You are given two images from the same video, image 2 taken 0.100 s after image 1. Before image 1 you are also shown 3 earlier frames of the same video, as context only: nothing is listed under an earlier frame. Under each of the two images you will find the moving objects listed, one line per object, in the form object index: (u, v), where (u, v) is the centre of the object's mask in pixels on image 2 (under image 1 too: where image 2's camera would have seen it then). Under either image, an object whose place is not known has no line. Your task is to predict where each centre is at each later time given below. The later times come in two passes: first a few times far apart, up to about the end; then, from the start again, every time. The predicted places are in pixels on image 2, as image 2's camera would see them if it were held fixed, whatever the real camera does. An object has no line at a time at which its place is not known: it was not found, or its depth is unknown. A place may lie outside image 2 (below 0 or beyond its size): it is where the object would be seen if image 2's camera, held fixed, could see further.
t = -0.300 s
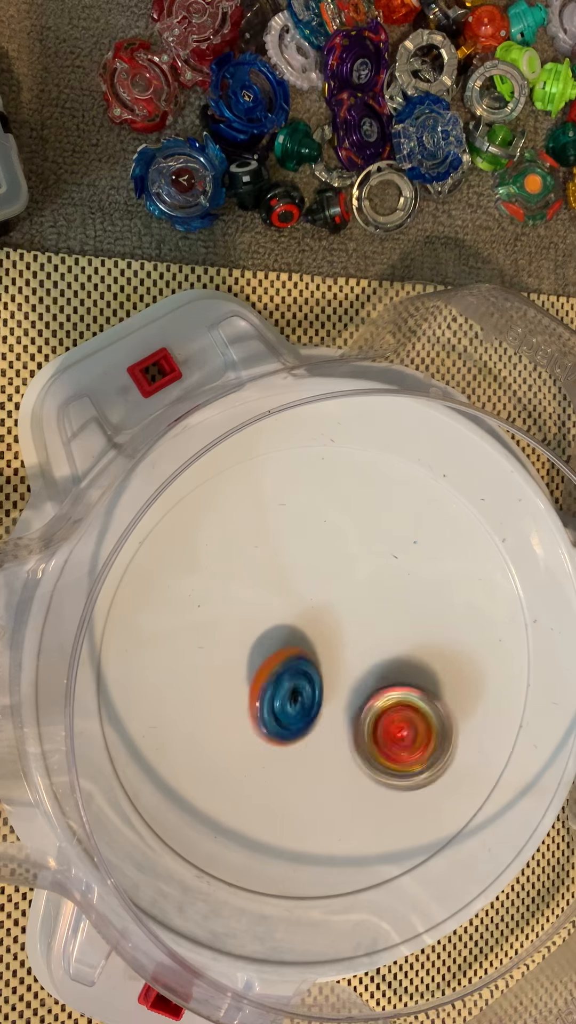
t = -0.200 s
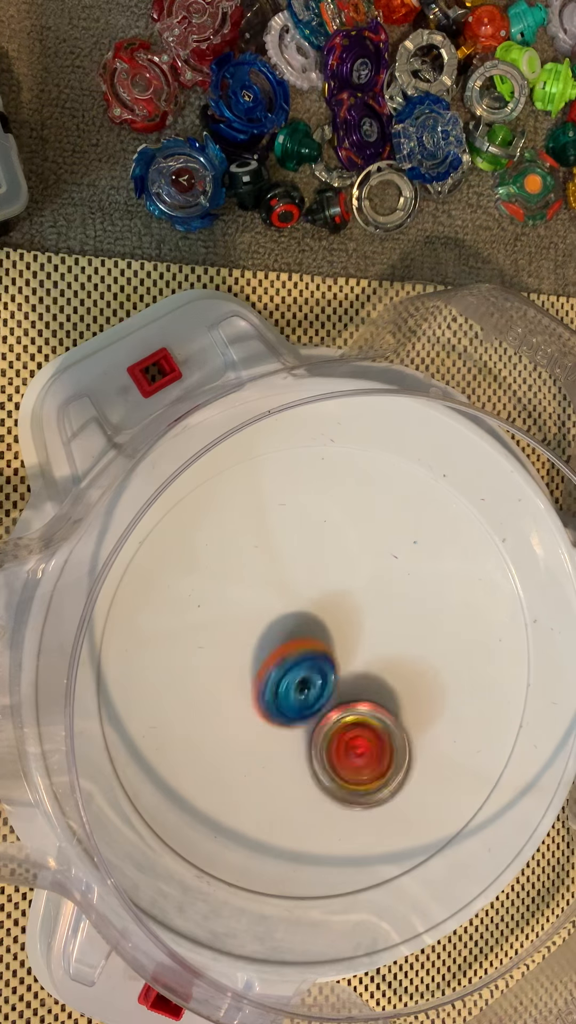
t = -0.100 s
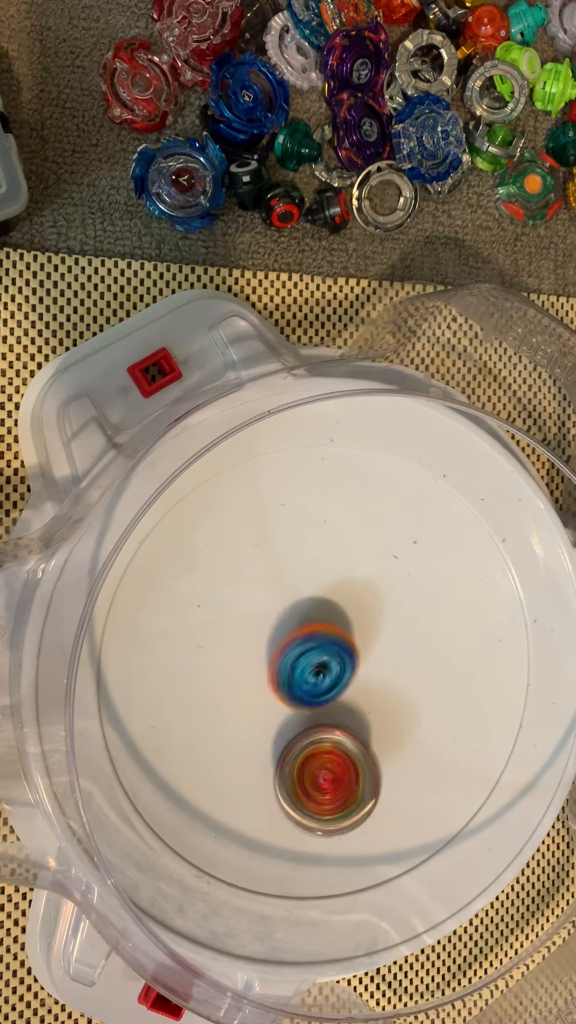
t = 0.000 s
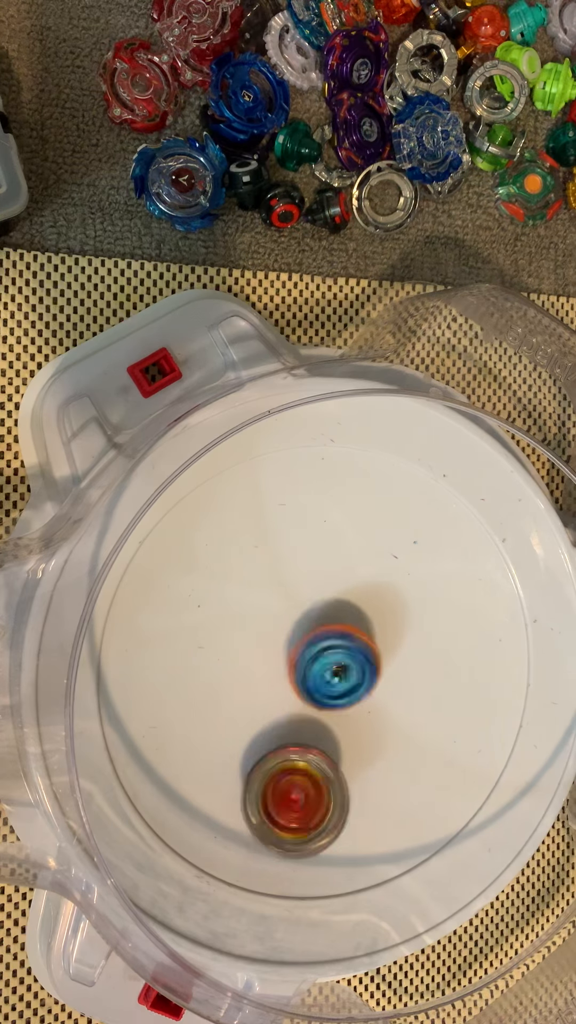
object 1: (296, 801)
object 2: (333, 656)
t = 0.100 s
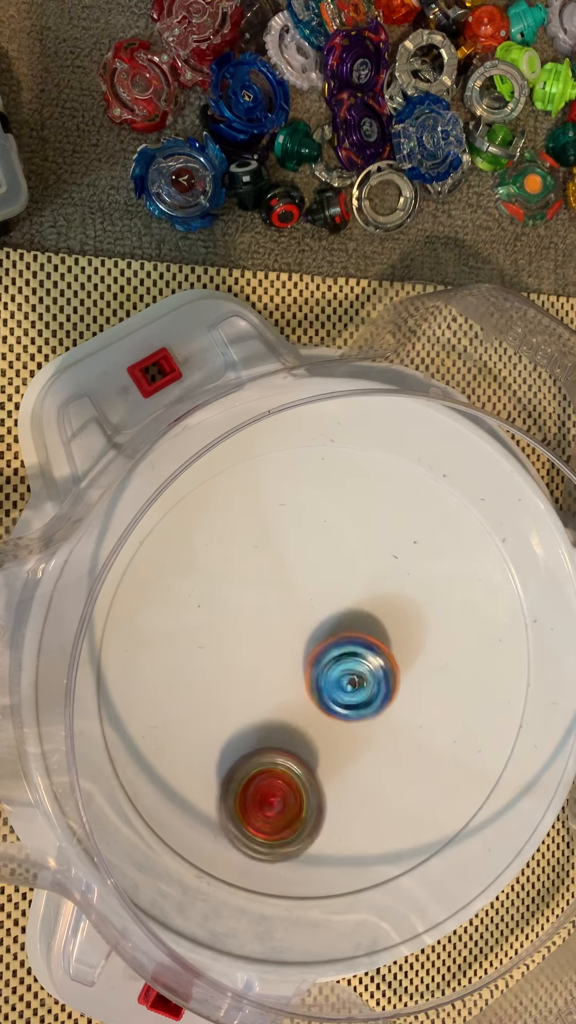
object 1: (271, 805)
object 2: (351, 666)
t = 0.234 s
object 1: (260, 780)
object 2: (357, 687)
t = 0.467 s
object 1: (234, 681)
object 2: (358, 698)
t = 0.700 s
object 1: (214, 586)
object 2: (362, 682)
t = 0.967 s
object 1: (299, 569)
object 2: (361, 674)
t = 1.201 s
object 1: (411, 576)
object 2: (348, 690)
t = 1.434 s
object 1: (474, 601)
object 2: (347, 661)
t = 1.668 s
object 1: (439, 677)
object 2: (345, 654)
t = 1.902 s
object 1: (385, 779)
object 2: (325, 643)
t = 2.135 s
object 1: (308, 812)
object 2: (333, 639)
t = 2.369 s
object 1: (244, 747)
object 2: (327, 654)
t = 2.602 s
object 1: (231, 641)
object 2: (320, 645)
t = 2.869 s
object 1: (297, 559)
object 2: (325, 654)
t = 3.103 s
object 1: (382, 569)
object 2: (323, 650)
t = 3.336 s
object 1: (430, 636)
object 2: (323, 655)
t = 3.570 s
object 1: (423, 724)
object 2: (329, 654)
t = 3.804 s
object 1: (359, 766)
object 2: (335, 650)
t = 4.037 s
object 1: (264, 758)
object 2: (332, 658)
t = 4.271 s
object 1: (226, 694)
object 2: (332, 660)
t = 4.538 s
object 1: (275, 594)
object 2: (331, 660)
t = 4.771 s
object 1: (354, 563)
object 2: (322, 670)
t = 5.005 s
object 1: (413, 615)
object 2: (331, 666)
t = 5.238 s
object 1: (423, 704)
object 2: (316, 660)
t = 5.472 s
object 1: (366, 762)
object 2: (323, 654)
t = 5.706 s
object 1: (288, 739)
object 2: (337, 658)
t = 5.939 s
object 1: (229, 641)
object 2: (379, 670)
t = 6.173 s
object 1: (270, 579)
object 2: (385, 666)
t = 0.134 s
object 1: (267, 801)
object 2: (355, 671)
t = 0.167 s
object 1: (263, 794)
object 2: (356, 677)
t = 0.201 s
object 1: (260, 786)
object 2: (356, 682)
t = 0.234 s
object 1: (260, 780)
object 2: (357, 687)
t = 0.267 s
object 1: (259, 768)
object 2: (356, 691)
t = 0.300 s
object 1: (259, 755)
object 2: (353, 694)
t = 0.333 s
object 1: (259, 743)
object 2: (351, 695)
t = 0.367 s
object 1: (260, 728)
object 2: (349, 698)
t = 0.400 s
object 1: (252, 711)
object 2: (351, 699)
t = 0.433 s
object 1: (243, 695)
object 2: (356, 699)
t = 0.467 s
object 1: (234, 681)
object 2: (358, 698)
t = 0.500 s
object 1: (226, 662)
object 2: (360, 697)
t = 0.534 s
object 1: (219, 648)
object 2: (360, 695)
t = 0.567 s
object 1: (213, 634)
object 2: (360, 693)
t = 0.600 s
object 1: (211, 619)
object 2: (360, 691)
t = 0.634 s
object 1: (210, 605)
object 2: (359, 687)
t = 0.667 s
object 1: (211, 594)
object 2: (361, 684)
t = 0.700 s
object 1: (214, 586)
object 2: (362, 682)
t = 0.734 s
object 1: (219, 576)
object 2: (363, 680)
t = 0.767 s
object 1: (227, 571)
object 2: (365, 679)
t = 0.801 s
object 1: (235, 568)
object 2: (366, 678)
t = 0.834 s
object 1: (245, 564)
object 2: (366, 678)
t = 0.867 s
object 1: (257, 564)
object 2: (365, 677)
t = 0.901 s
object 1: (268, 565)
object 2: (364, 676)
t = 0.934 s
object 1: (283, 566)
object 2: (361, 676)
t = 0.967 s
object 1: (299, 569)
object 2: (361, 674)
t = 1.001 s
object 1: (312, 573)
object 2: (362, 672)
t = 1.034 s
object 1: (329, 576)
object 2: (362, 673)
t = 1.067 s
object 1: (346, 582)
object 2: (361, 676)
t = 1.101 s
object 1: (360, 586)
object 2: (359, 677)
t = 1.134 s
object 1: (379, 581)
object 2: (355, 683)
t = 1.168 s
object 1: (395, 578)
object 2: (352, 688)
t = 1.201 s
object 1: (411, 576)
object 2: (348, 690)
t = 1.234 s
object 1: (428, 574)
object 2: (345, 688)
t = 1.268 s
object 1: (440, 575)
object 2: (344, 684)
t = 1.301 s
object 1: (451, 579)
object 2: (345, 679)
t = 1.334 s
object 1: (461, 582)
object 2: (347, 673)
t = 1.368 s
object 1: (468, 587)
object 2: (347, 668)
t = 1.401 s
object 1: (472, 594)
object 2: (347, 665)
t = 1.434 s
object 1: (474, 601)
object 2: (347, 661)
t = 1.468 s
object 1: (472, 608)
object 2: (349, 659)
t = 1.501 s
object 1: (469, 617)
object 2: (350, 655)
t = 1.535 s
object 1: (465, 629)
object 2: (351, 654)
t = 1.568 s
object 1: (458, 638)
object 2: (352, 654)
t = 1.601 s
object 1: (452, 649)
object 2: (353, 655)
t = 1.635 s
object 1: (445, 661)
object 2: (351, 655)
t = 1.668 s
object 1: (439, 677)
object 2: (345, 654)
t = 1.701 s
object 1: (434, 690)
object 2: (341, 653)
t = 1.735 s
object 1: (425, 705)
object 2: (338, 653)
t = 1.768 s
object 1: (418, 723)
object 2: (336, 653)
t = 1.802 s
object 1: (412, 739)
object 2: (332, 652)
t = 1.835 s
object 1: (402, 755)
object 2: (330, 649)
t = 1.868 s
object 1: (395, 768)
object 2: (328, 646)
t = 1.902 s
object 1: (385, 779)
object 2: (325, 643)
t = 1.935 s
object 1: (375, 791)
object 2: (323, 640)
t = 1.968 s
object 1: (366, 799)
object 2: (323, 637)
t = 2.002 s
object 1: (352, 807)
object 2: (325, 636)
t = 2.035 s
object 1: (342, 813)
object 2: (327, 636)
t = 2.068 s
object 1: (329, 814)
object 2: (329, 637)
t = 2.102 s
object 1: (317, 815)
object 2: (330, 638)
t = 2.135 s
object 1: (308, 812)
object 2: (333, 639)
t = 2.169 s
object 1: (294, 808)
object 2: (335, 640)
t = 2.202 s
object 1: (285, 803)
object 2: (335, 641)
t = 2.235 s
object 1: (274, 791)
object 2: (333, 644)
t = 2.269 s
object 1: (265, 783)
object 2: (332, 647)
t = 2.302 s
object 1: (258, 772)
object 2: (331, 650)
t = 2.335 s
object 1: (249, 759)
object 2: (329, 653)
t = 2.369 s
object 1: (244, 747)
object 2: (327, 654)
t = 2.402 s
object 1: (237, 731)
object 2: (325, 653)
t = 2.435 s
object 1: (234, 717)
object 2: (324, 651)
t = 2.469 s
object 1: (231, 699)
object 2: (323, 648)
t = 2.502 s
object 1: (229, 685)
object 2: (323, 646)
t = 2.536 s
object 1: (229, 670)
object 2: (321, 645)
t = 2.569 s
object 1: (230, 655)
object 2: (320, 645)
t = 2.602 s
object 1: (231, 641)
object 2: (320, 645)
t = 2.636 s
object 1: (235, 624)
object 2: (321, 646)
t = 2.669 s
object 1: (240, 613)
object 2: (321, 648)
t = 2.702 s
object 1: (248, 599)
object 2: (322, 649)
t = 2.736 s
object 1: (256, 590)
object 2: (324, 651)
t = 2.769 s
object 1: (265, 580)
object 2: (327, 652)
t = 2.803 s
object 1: (275, 572)
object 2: (327, 653)
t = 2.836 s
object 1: (285, 566)
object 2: (326, 654)
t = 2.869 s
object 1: (297, 559)
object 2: (325, 654)
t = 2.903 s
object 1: (309, 556)
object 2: (322, 654)
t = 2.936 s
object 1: (323, 552)
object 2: (321, 654)
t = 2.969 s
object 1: (334, 554)
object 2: (321, 654)
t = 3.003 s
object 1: (348, 555)
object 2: (322, 654)
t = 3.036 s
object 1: (359, 558)
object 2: (323, 653)
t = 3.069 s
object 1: (371, 563)
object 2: (323, 651)
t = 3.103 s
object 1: (382, 569)
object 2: (323, 650)
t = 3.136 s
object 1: (391, 577)
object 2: (322, 649)
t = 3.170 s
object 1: (400, 584)
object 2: (321, 649)
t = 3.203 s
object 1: (407, 593)
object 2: (320, 650)
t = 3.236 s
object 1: (416, 602)
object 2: (319, 651)
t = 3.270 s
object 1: (421, 614)
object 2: (320, 652)
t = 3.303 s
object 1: (428, 625)
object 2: (321, 654)
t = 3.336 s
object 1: (430, 636)
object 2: (323, 655)
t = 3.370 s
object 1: (435, 650)
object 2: (323, 656)
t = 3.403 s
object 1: (435, 660)
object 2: (325, 655)
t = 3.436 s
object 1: (436, 675)
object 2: (327, 654)
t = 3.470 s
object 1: (435, 686)
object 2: (329, 653)
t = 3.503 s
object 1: (433, 700)
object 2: (331, 653)
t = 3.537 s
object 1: (429, 710)
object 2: (330, 654)
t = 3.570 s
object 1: (423, 724)
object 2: (329, 654)
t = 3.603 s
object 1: (419, 732)
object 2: (329, 654)
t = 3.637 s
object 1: (408, 742)
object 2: (329, 653)
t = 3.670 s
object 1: (403, 748)
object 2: (331, 653)
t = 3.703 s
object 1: (390, 754)
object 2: (333, 652)
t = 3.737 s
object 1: (382, 759)
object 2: (334, 652)
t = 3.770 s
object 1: (368, 762)
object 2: (335, 650)
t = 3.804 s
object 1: (359, 766)
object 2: (335, 650)
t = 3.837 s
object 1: (344, 766)
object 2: (334, 650)
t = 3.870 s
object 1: (333, 767)
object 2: (334, 652)
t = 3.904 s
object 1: (318, 765)
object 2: (333, 653)
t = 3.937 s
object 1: (304, 767)
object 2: (334, 653)
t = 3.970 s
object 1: (290, 767)
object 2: (334, 654)
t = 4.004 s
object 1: (277, 763)
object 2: (334, 656)
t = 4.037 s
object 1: (264, 758)
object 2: (332, 658)
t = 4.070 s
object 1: (254, 754)
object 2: (332, 659)
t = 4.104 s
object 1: (244, 745)
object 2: (332, 659)
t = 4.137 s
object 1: (237, 738)
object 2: (332, 660)
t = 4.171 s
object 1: (231, 726)
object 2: (333, 660)
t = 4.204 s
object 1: (228, 718)
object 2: (334, 661)
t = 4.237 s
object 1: (226, 704)
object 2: (333, 661)
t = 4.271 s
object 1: (226, 694)
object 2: (332, 660)
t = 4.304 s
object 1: (227, 679)
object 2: (332, 658)
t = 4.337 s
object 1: (230, 668)
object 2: (331, 658)
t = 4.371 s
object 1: (235, 653)
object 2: (330, 657)
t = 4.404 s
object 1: (240, 644)
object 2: (329, 657)
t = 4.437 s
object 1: (249, 629)
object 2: (331, 657)
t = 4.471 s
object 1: (256, 620)
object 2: (332, 657)
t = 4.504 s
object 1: (266, 607)
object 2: (333, 657)
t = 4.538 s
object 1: (275, 594)
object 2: (331, 660)
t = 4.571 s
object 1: (285, 583)
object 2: (329, 660)
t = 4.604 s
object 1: (295, 576)
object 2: (328, 662)
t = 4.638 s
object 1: (306, 569)
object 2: (327, 664)
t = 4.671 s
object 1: (318, 565)
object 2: (327, 666)
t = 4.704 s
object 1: (330, 564)
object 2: (326, 667)
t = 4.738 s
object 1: (342, 562)
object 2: (324, 668)
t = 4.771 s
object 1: (354, 563)
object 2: (322, 670)
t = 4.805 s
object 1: (367, 568)
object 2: (320, 673)
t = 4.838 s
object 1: (376, 572)
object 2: (320, 676)
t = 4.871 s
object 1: (388, 579)
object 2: (323, 676)
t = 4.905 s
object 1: (394, 585)
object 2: (325, 674)
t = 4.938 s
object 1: (403, 595)
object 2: (327, 672)
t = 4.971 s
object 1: (407, 604)
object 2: (330, 670)
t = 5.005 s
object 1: (413, 615)
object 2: (331, 666)
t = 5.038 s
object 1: (416, 627)
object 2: (330, 662)
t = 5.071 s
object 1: (420, 638)
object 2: (329, 660)
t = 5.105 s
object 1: (424, 653)
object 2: (324, 660)
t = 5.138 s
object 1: (426, 666)
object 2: (321, 659)
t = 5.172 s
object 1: (426, 681)
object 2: (319, 658)
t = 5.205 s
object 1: (425, 691)
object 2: (317, 658)
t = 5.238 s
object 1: (423, 704)
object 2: (316, 660)
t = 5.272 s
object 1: (418, 713)
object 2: (317, 661)
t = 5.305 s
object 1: (412, 723)
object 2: (319, 662)
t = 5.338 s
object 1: (403, 732)
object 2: (320, 662)
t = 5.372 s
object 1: (395, 740)
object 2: (322, 661)
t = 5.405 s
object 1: (384, 748)
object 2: (323, 660)
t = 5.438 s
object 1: (378, 755)
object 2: (322, 656)
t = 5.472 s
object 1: (366, 762)
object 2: (323, 654)
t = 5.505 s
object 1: (355, 763)
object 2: (324, 652)
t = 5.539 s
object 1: (343, 764)
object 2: (325, 651)
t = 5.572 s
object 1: (330, 760)
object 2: (327, 651)
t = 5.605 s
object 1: (320, 758)
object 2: (330, 651)
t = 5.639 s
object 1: (308, 751)
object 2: (332, 653)
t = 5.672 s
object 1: (299, 746)
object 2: (334, 655)
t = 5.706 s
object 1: (288, 739)
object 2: (337, 658)
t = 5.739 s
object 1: (275, 727)
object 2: (344, 664)
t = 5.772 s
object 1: (261, 711)
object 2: (352, 668)
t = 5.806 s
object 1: (249, 696)
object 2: (358, 671)
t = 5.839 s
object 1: (240, 684)
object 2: (365, 673)
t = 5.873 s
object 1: (233, 668)
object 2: (370, 672)
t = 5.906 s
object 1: (231, 656)
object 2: (375, 671)
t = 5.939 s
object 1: (229, 641)
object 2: (379, 670)
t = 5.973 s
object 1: (229, 628)
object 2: (382, 668)
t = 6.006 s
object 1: (231, 618)
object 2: (384, 667)
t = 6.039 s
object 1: (237, 606)
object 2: (385, 666)
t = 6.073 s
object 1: (243, 596)
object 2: (386, 665)
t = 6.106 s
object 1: (251, 589)
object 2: (386, 665)
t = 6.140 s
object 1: (259, 583)
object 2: (386, 665)
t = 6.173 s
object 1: (270, 579)
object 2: (385, 666)
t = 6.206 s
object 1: (284, 576)
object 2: (383, 667)
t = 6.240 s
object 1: (297, 574)
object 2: (381, 668)
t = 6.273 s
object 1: (309, 576)
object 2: (378, 670)
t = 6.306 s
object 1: (326, 580)
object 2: (374, 671)
